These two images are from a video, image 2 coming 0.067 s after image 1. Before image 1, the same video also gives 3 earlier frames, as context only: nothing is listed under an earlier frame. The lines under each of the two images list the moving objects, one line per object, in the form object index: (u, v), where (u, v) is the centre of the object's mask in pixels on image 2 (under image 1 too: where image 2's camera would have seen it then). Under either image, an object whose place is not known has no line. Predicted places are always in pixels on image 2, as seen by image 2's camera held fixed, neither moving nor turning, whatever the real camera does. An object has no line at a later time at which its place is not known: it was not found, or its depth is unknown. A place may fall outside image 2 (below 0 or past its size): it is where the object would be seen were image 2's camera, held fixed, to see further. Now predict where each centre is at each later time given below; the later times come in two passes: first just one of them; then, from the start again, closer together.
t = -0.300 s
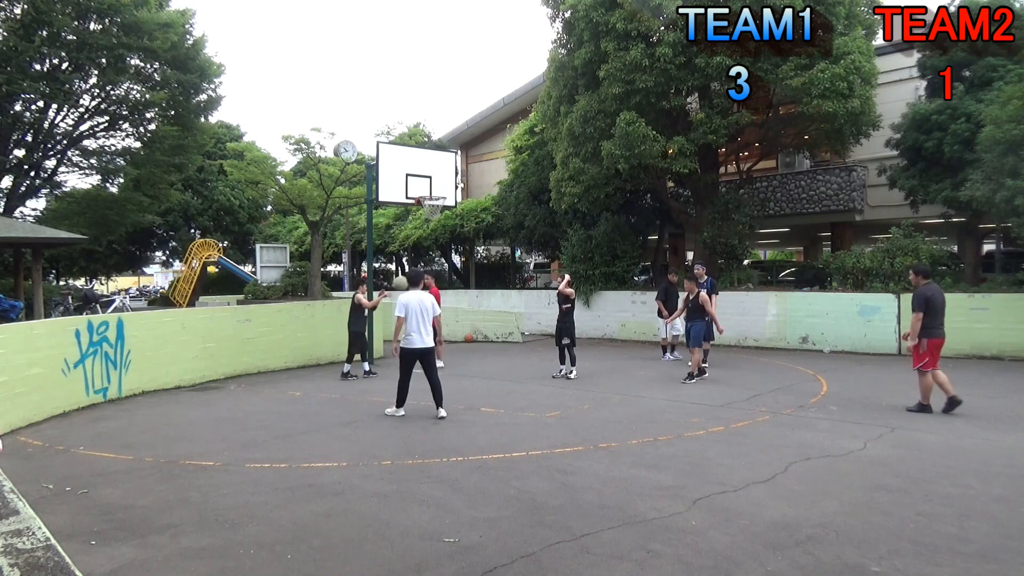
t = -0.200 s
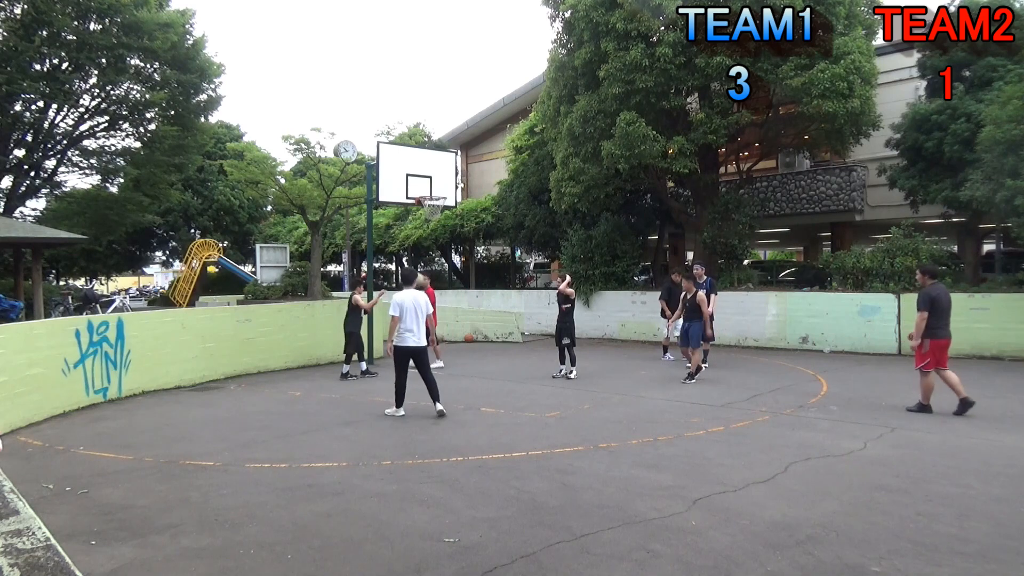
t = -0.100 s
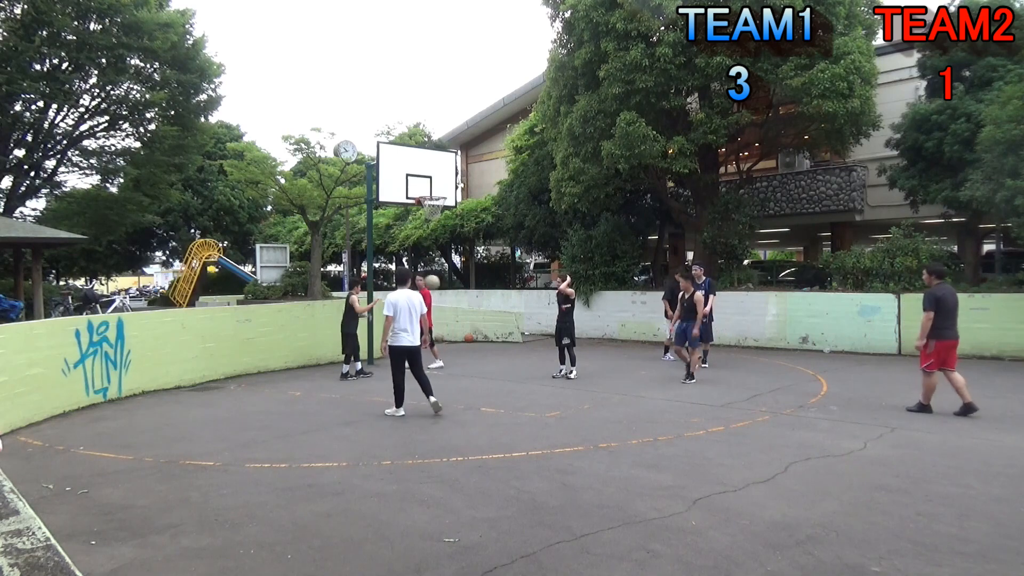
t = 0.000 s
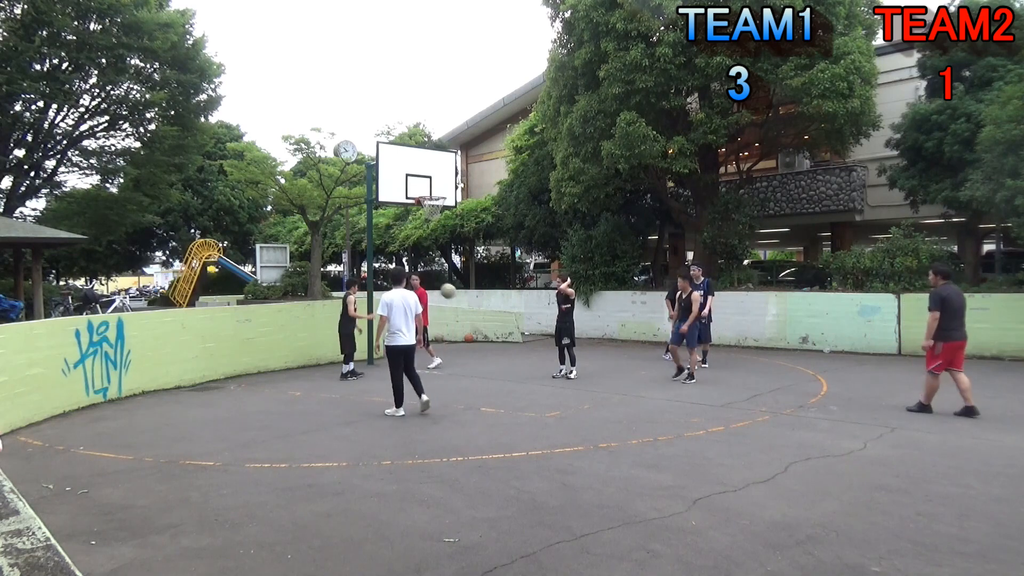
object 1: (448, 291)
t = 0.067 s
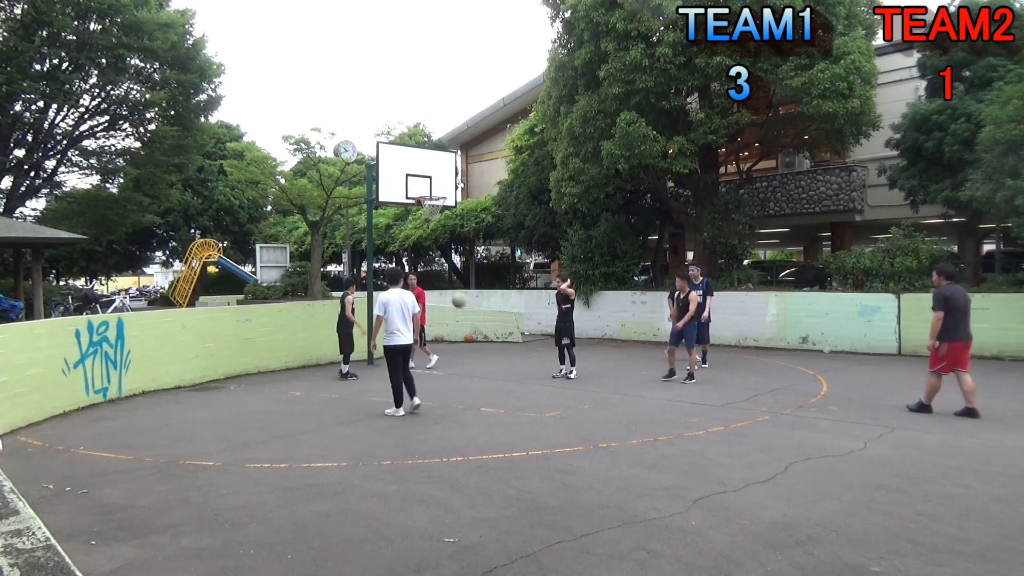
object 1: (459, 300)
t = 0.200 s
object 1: (481, 327)
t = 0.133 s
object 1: (470, 314)
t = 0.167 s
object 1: (476, 320)
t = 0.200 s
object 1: (481, 327)
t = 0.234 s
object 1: (488, 335)
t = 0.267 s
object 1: (494, 345)
